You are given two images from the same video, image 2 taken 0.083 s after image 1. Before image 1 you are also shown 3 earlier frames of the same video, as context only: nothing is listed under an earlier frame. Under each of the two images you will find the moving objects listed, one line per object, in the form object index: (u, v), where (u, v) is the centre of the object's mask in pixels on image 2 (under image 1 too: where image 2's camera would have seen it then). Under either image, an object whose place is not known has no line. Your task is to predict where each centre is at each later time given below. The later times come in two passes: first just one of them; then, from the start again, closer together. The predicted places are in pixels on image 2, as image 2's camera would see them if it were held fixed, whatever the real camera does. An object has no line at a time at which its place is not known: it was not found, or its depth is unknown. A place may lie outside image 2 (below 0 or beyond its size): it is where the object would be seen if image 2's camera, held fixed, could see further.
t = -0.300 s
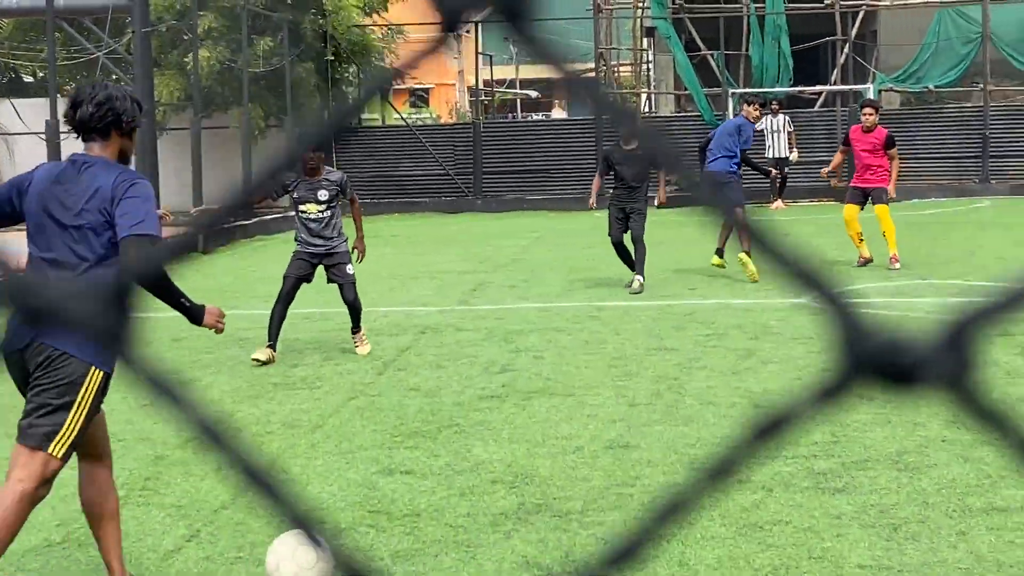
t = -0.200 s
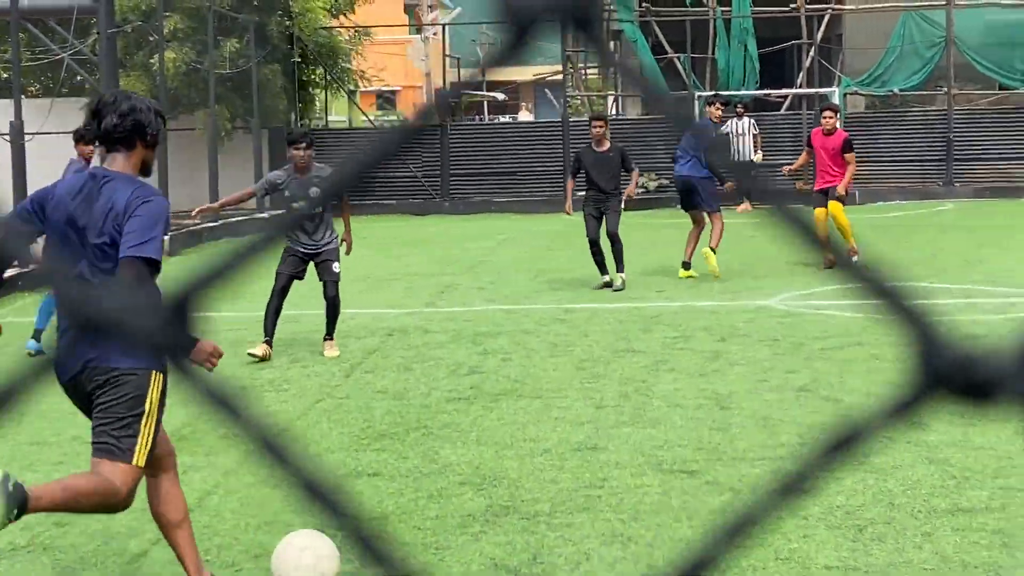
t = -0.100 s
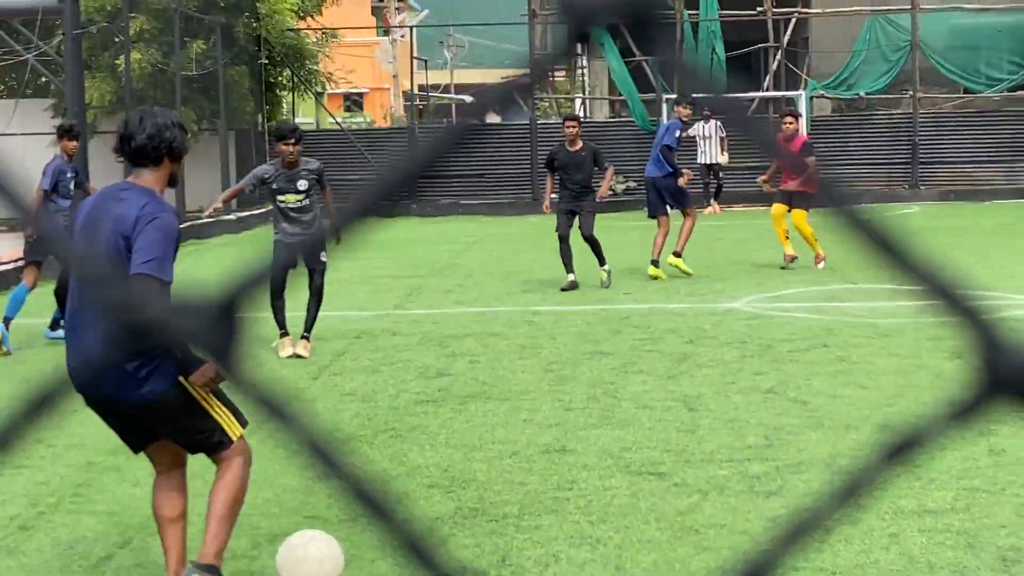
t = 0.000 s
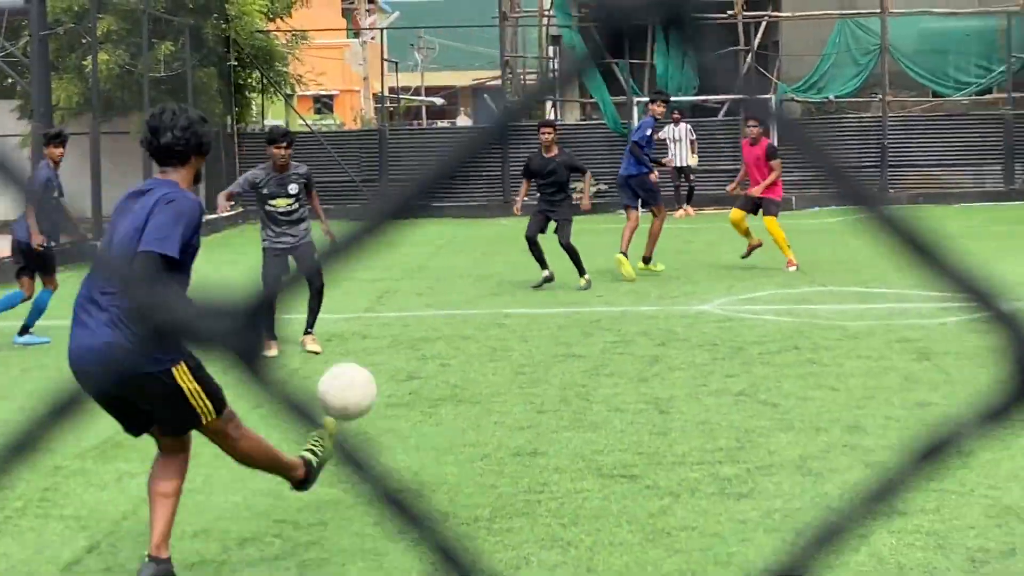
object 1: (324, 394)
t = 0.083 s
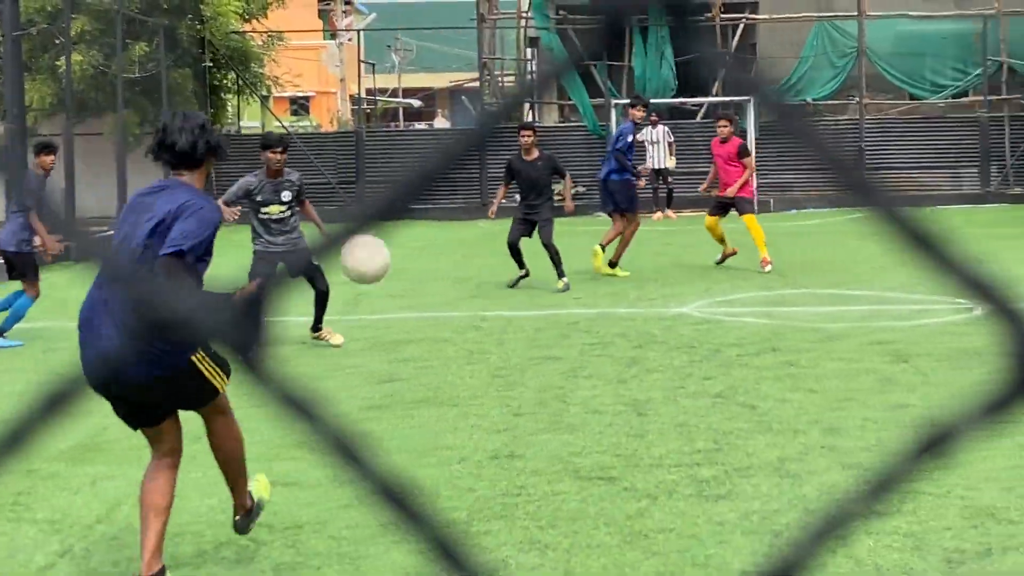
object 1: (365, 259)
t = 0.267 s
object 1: (402, 109)
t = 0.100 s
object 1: (373, 241)
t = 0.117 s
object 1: (378, 220)
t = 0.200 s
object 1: (394, 148)
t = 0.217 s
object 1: (397, 136)
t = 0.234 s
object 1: (399, 126)
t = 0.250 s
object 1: (401, 117)
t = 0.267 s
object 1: (402, 109)
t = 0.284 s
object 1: (403, 102)
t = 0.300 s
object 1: (405, 95)
